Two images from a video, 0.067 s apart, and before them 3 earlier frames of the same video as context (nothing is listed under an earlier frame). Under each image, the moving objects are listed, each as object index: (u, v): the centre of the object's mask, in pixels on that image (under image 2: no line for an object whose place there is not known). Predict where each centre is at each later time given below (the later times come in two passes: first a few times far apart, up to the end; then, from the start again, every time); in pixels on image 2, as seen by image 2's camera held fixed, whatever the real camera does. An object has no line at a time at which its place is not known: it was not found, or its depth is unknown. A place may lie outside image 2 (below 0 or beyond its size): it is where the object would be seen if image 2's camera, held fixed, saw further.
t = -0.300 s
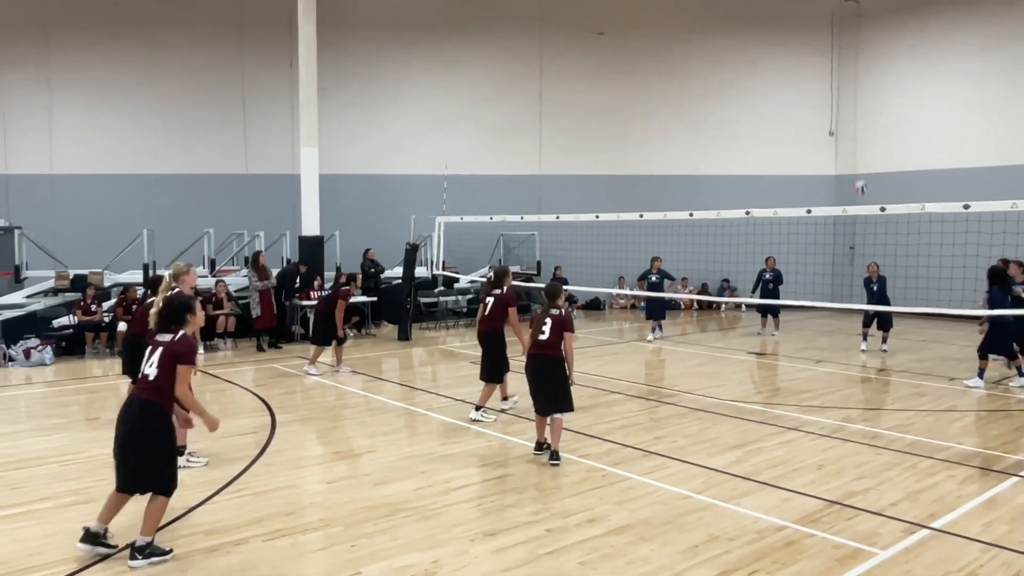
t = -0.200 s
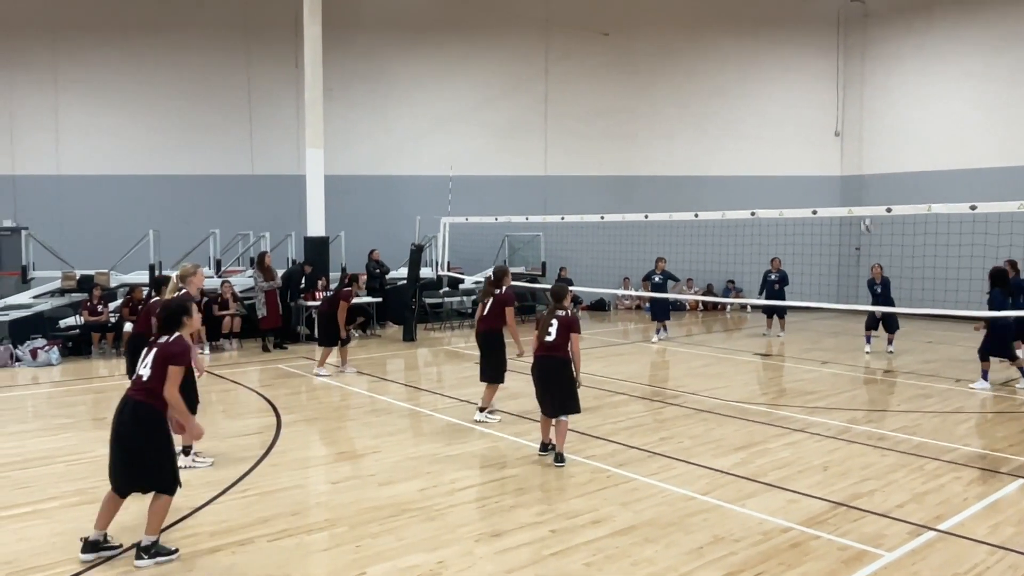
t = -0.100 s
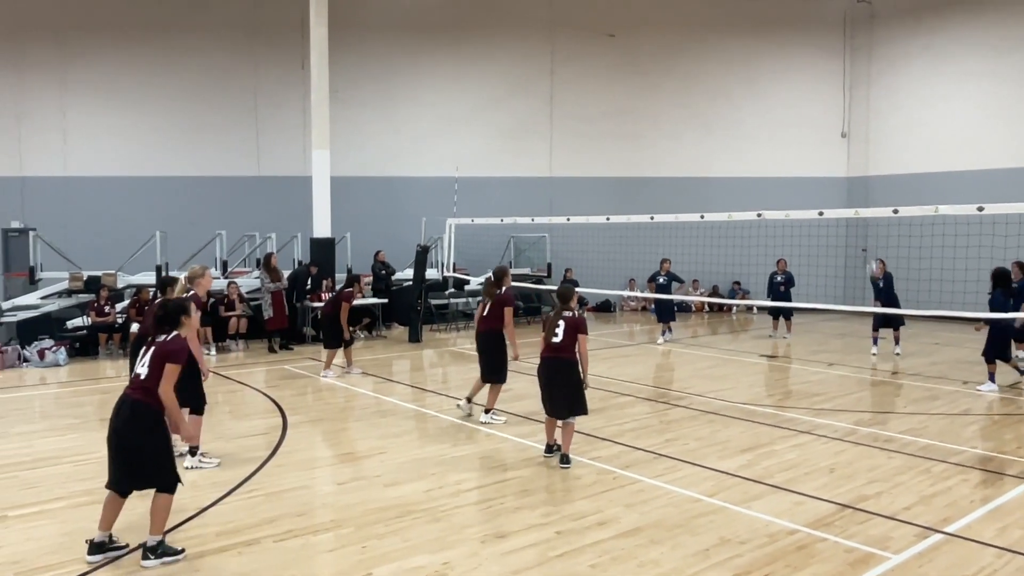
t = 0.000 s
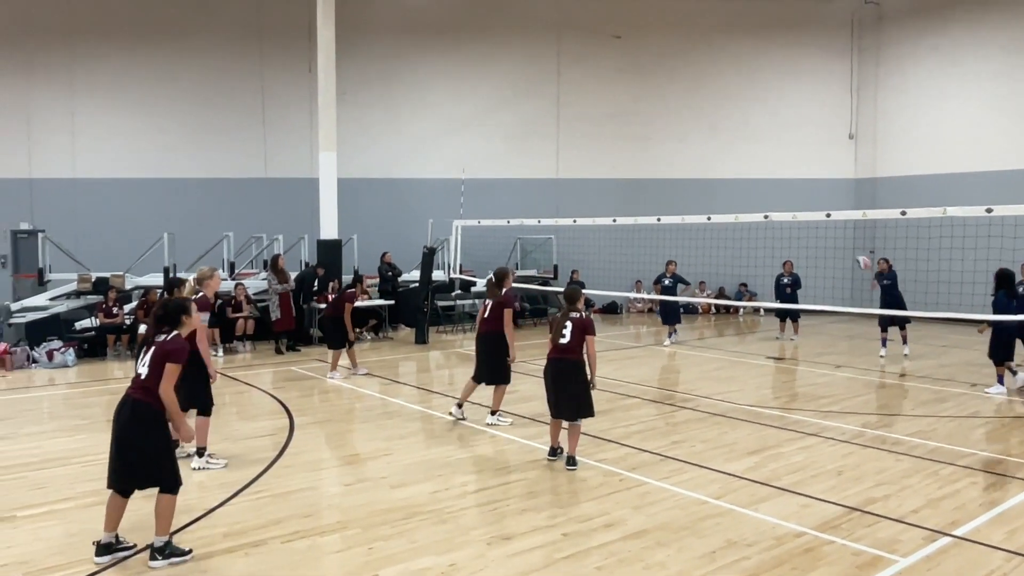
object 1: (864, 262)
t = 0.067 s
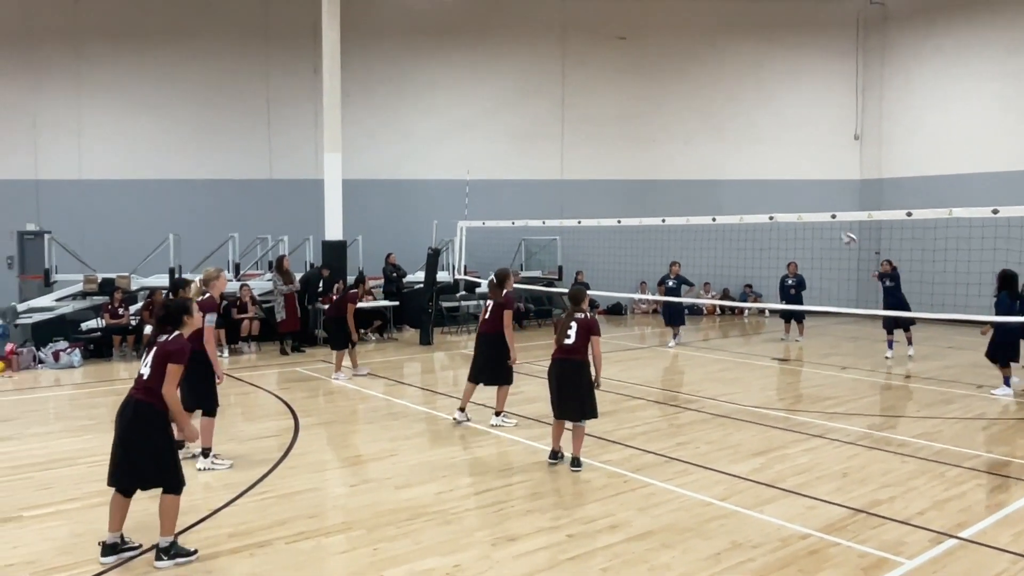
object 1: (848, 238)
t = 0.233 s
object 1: (797, 188)
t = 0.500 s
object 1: (704, 141)
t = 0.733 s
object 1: (614, 139)
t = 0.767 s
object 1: (599, 142)
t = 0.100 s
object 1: (839, 228)
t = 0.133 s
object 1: (828, 222)
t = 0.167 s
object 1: (817, 206)
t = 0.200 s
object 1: (807, 197)
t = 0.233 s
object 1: (797, 188)
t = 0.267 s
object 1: (785, 180)
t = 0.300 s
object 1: (775, 172)
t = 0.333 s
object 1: (763, 165)
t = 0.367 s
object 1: (750, 159)
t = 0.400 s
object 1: (740, 154)
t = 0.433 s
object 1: (728, 149)
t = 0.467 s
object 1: (716, 145)
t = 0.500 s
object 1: (704, 141)
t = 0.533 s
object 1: (692, 138)
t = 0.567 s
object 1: (679, 136)
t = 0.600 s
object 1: (666, 135)
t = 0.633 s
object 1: (653, 135)
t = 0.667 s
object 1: (640, 135)
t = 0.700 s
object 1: (627, 137)
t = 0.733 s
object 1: (614, 139)
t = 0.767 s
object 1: (599, 142)
